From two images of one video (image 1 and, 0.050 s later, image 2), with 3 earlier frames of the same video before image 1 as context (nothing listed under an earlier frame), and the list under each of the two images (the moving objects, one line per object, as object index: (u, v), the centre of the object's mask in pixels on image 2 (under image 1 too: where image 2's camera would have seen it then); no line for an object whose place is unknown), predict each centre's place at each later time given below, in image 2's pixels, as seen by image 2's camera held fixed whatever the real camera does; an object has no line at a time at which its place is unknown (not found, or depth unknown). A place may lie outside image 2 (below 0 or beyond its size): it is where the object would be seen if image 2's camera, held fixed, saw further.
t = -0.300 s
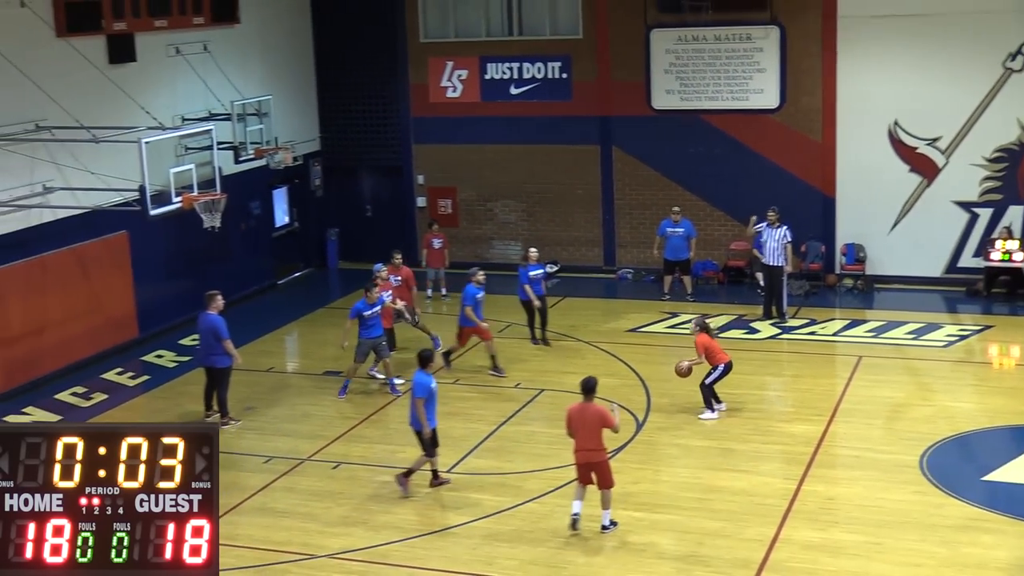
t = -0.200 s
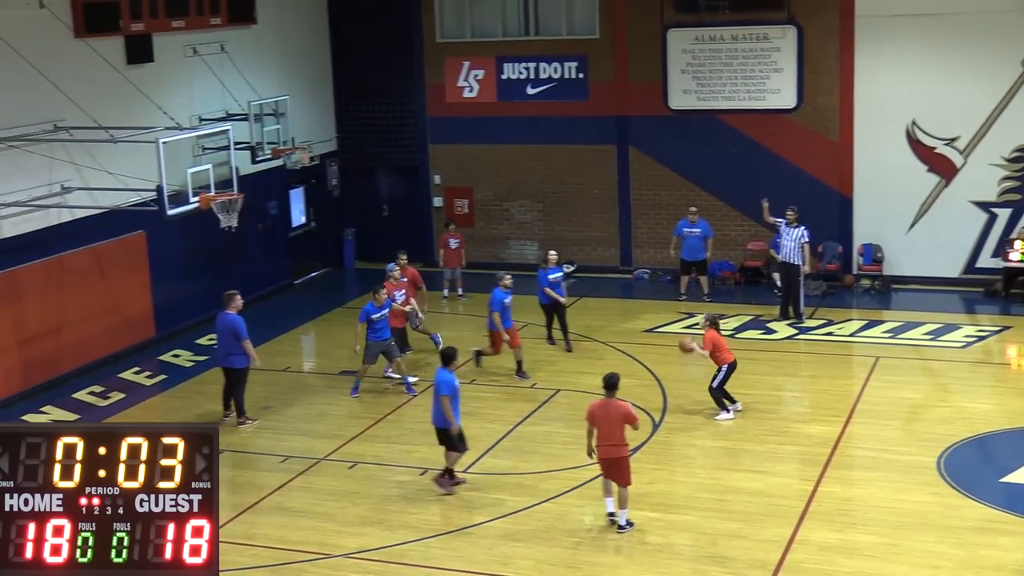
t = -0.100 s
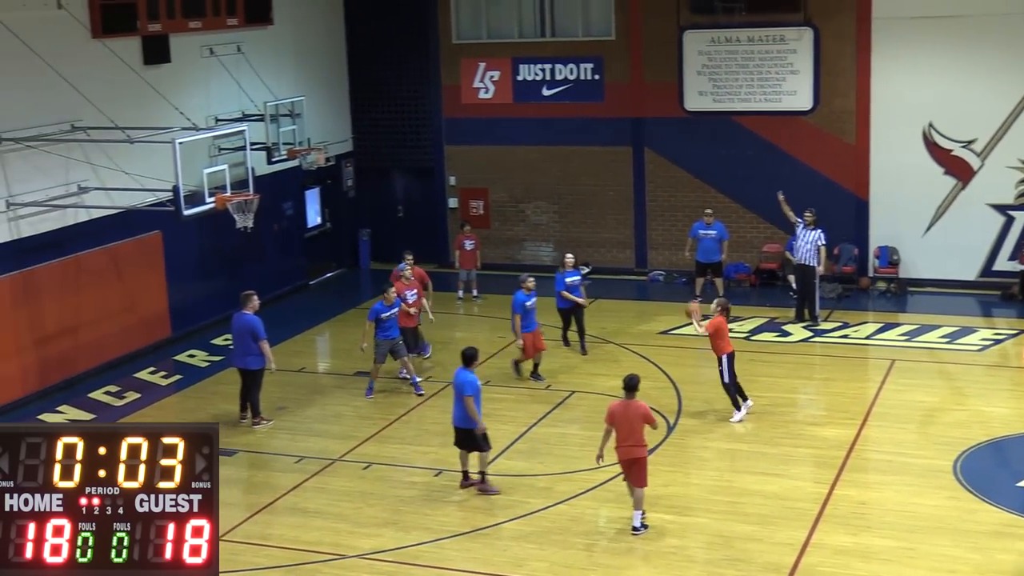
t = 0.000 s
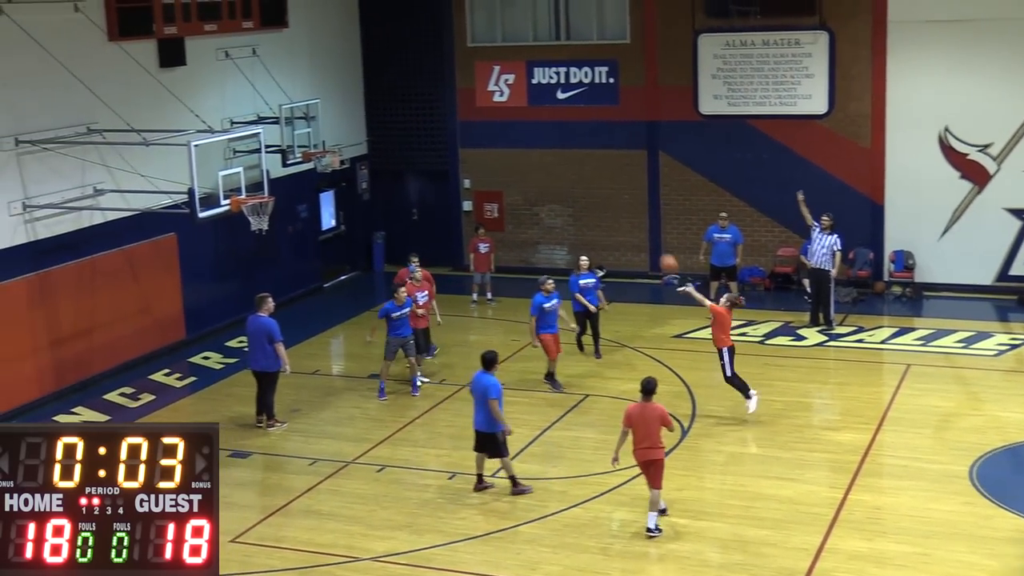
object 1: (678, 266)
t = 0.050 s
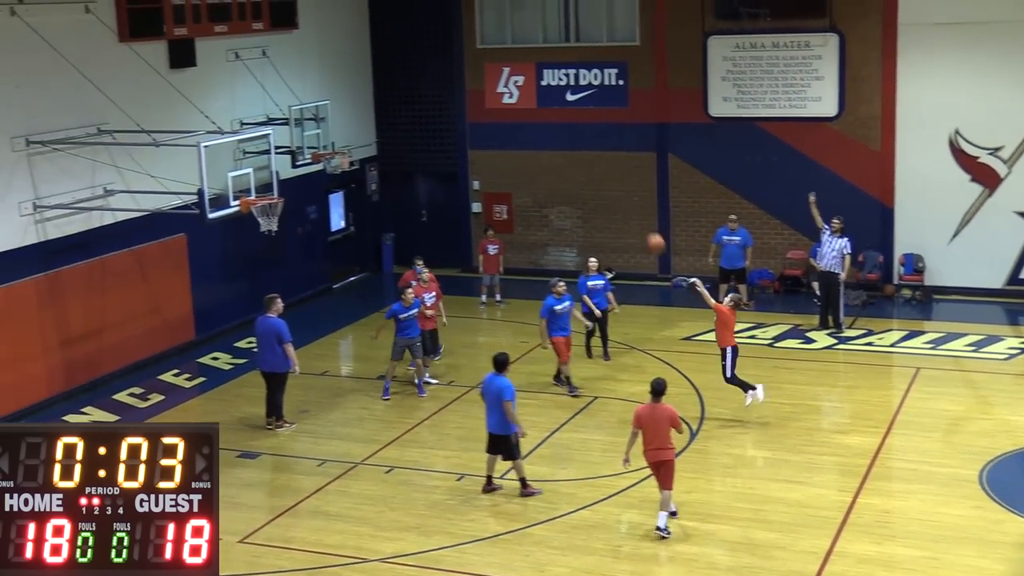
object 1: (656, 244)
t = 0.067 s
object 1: (648, 234)
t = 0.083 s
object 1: (641, 227)
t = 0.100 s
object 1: (634, 220)
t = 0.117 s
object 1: (626, 214)
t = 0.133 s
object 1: (619, 207)
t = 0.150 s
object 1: (611, 201)
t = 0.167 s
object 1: (604, 195)
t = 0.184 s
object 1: (597, 189)
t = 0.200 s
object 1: (590, 183)
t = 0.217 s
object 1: (583, 177)
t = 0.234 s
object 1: (575, 171)
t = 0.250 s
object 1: (568, 166)
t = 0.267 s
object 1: (561, 160)
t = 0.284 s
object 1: (554, 156)
